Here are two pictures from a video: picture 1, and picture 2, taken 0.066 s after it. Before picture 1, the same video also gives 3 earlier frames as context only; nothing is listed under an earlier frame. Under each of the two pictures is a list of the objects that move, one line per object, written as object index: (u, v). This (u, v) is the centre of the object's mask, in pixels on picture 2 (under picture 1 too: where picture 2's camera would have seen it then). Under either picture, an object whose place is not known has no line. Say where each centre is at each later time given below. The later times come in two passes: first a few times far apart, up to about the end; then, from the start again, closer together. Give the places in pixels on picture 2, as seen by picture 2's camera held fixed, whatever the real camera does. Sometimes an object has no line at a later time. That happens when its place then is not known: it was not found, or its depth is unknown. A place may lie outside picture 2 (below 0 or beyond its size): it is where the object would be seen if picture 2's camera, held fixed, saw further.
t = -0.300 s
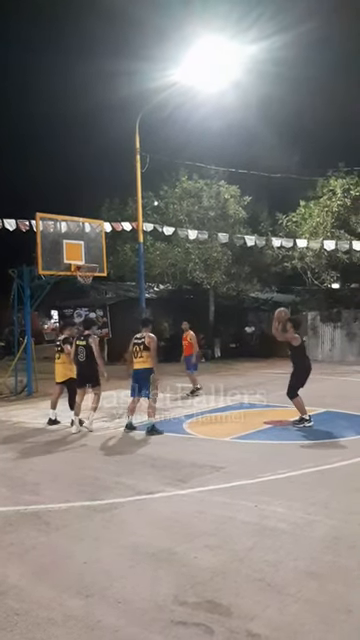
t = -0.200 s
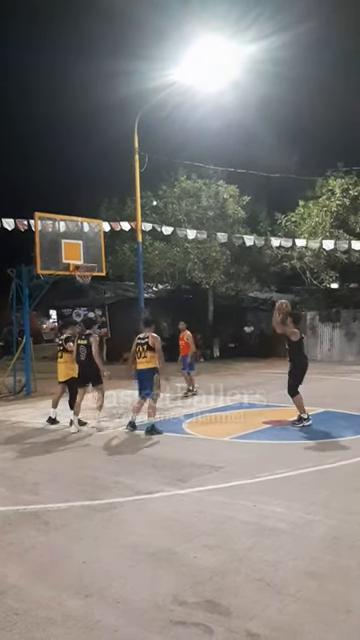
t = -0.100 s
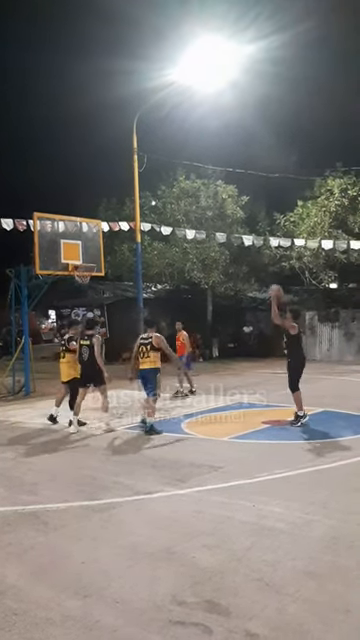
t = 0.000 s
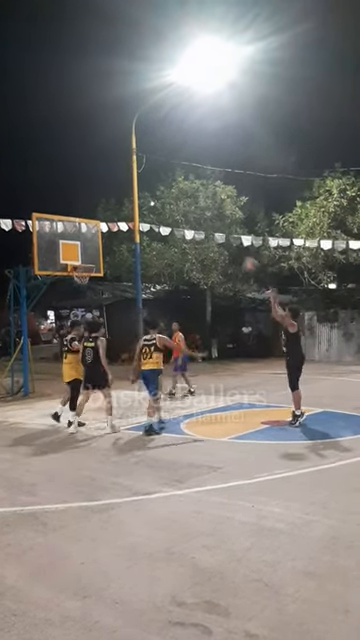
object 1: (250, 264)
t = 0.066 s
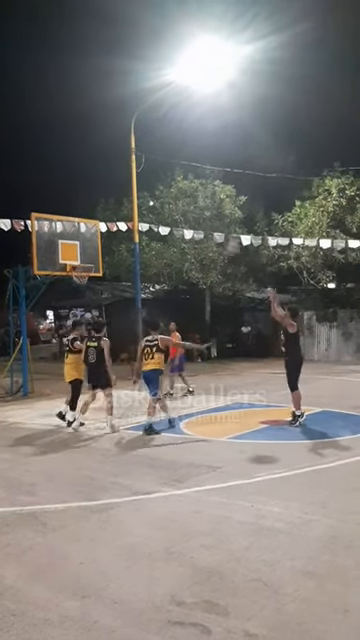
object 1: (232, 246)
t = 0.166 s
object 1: (207, 230)
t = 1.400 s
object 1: (96, 261)
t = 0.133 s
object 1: (216, 236)
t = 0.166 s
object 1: (207, 230)
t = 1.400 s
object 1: (96, 261)
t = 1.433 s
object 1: (96, 266)
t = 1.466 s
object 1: (98, 270)
